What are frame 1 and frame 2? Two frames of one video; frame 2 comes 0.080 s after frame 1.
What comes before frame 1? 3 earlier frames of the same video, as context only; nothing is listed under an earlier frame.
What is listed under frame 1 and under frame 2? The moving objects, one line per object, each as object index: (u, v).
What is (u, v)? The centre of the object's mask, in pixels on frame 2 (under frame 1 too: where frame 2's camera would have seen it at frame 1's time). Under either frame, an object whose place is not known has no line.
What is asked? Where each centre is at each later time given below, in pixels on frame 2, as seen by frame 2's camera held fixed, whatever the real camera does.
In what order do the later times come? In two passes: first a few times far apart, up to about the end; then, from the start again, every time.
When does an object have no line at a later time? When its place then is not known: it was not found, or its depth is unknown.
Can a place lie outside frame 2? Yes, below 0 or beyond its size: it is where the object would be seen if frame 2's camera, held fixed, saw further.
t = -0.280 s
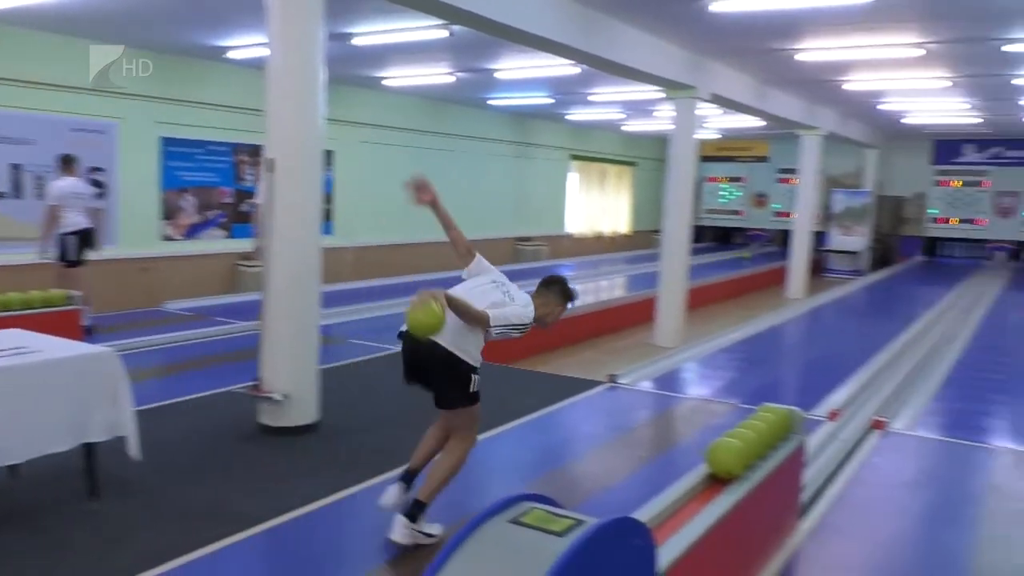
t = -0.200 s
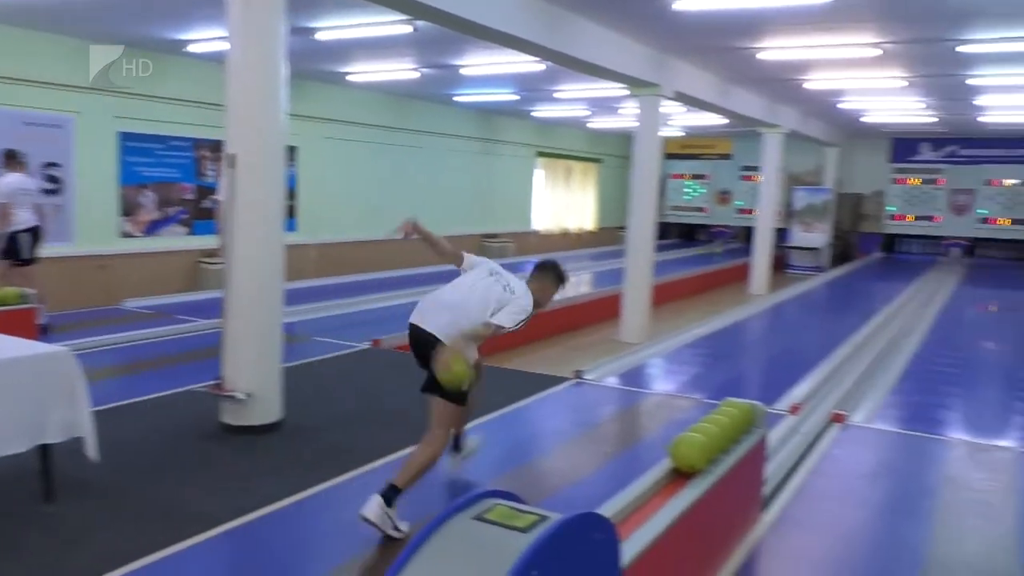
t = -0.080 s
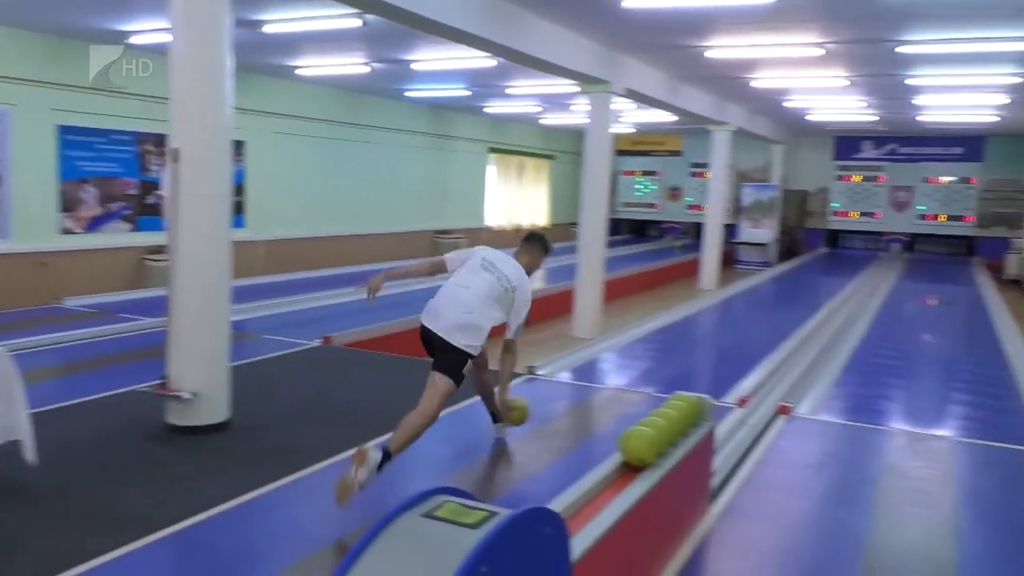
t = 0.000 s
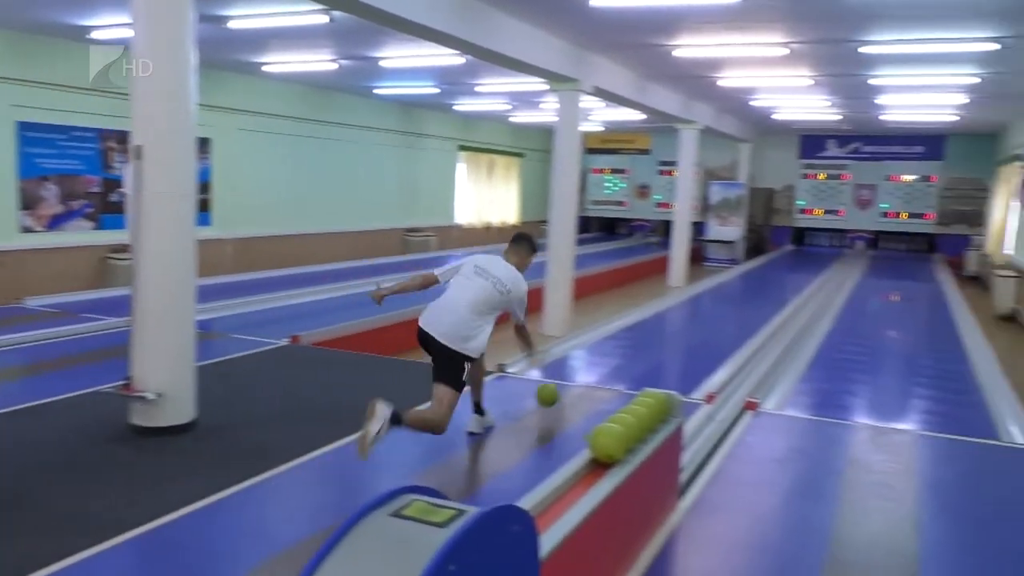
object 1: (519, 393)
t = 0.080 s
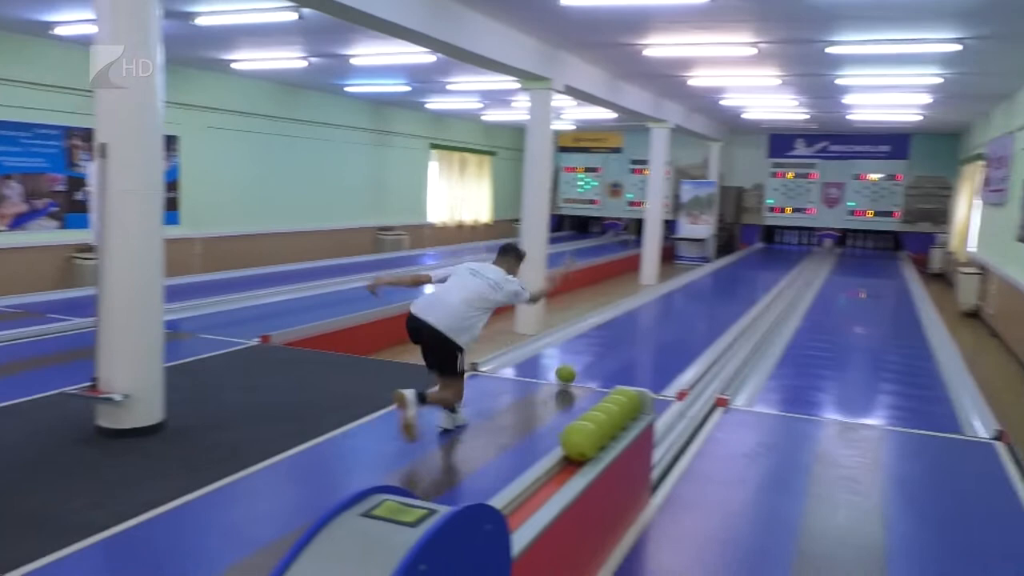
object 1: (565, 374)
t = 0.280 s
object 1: (638, 331)
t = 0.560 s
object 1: (695, 296)
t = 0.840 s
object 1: (727, 276)
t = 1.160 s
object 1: (752, 262)
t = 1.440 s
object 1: (767, 254)
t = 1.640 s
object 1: (776, 248)
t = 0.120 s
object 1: (584, 362)
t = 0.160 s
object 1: (600, 352)
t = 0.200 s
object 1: (614, 345)
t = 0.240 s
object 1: (627, 337)
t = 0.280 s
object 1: (638, 331)
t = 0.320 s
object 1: (650, 324)
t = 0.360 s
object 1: (659, 318)
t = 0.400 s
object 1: (667, 313)
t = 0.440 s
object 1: (675, 308)
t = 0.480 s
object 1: (682, 304)
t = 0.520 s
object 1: (689, 300)
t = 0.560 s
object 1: (695, 296)
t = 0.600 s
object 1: (700, 293)
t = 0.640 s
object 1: (706, 289)
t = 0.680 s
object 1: (711, 286)
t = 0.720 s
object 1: (715, 284)
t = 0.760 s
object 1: (719, 281)
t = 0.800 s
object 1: (723, 278)
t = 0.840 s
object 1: (727, 276)
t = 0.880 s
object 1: (731, 274)
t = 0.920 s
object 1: (735, 272)
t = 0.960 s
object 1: (738, 270)
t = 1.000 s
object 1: (741, 268)
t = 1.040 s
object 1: (744, 267)
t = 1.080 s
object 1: (746, 265)
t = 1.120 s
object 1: (750, 263)
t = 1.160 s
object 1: (752, 262)
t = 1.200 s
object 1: (755, 260)
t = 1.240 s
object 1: (757, 259)
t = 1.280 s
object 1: (758, 258)
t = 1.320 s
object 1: (761, 257)
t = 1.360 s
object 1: (763, 256)
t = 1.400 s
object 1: (765, 254)
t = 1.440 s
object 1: (767, 254)
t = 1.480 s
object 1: (769, 253)
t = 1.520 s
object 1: (771, 252)
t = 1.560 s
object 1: (772, 250)
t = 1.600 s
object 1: (774, 249)
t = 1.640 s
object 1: (776, 248)
